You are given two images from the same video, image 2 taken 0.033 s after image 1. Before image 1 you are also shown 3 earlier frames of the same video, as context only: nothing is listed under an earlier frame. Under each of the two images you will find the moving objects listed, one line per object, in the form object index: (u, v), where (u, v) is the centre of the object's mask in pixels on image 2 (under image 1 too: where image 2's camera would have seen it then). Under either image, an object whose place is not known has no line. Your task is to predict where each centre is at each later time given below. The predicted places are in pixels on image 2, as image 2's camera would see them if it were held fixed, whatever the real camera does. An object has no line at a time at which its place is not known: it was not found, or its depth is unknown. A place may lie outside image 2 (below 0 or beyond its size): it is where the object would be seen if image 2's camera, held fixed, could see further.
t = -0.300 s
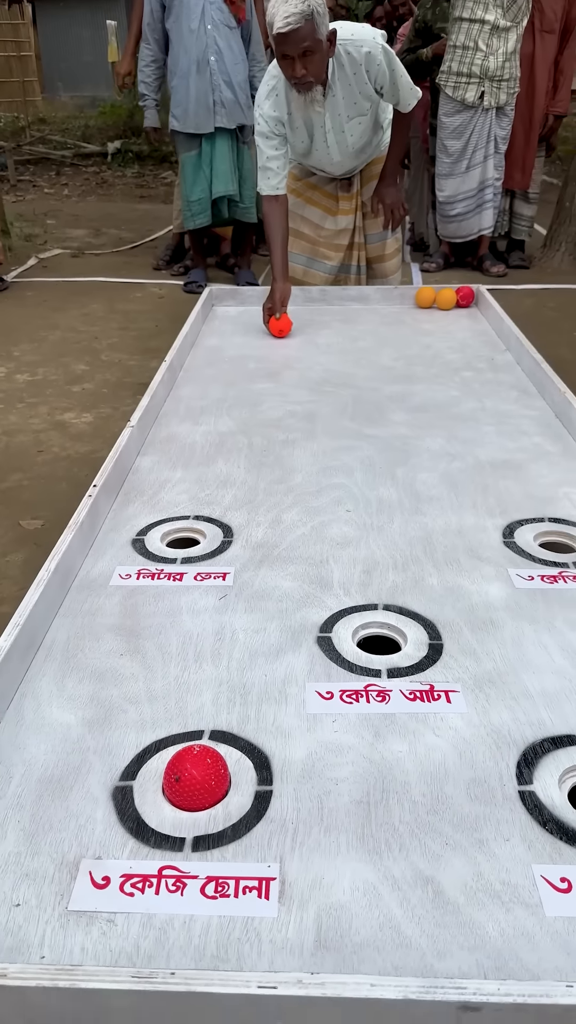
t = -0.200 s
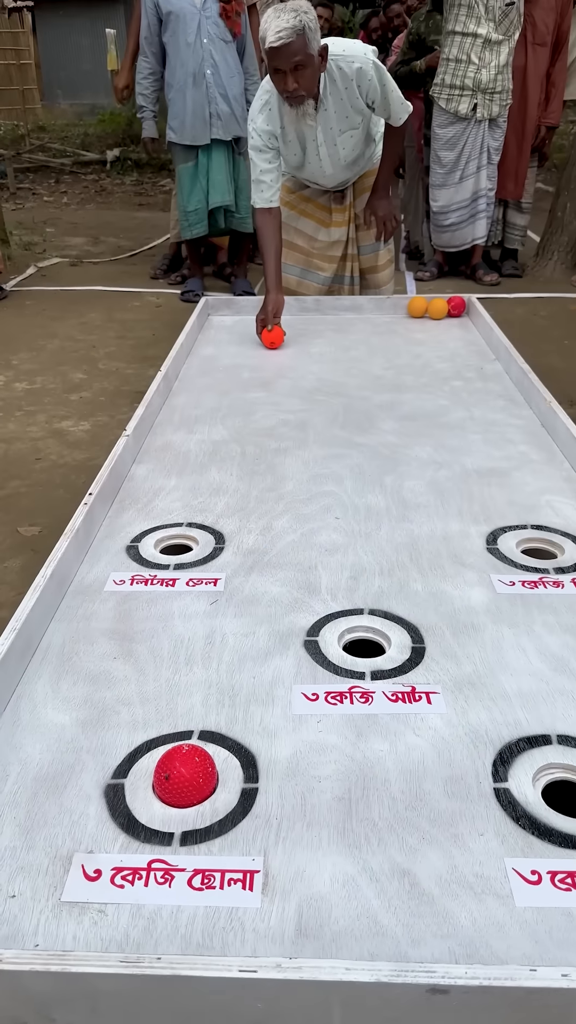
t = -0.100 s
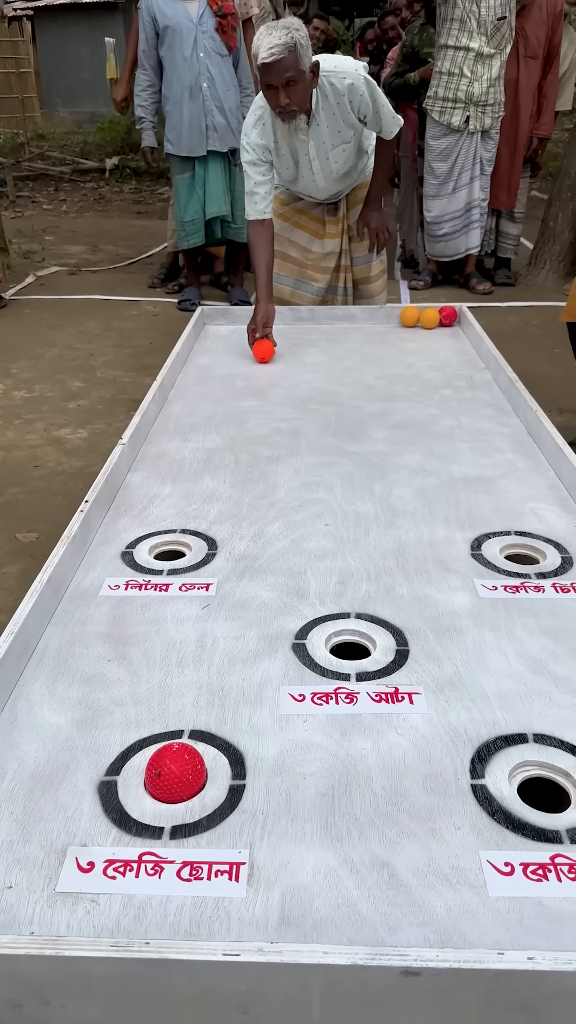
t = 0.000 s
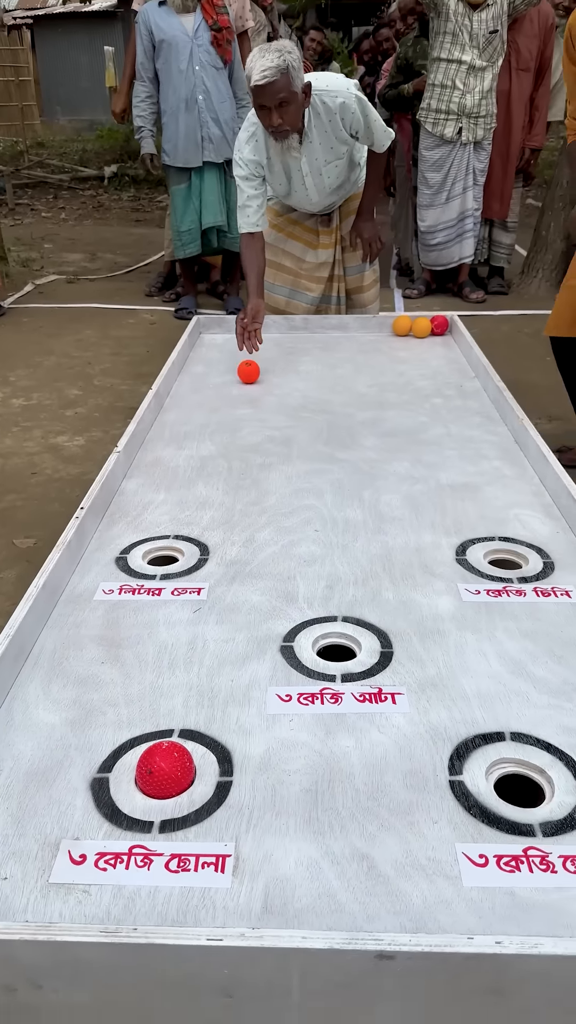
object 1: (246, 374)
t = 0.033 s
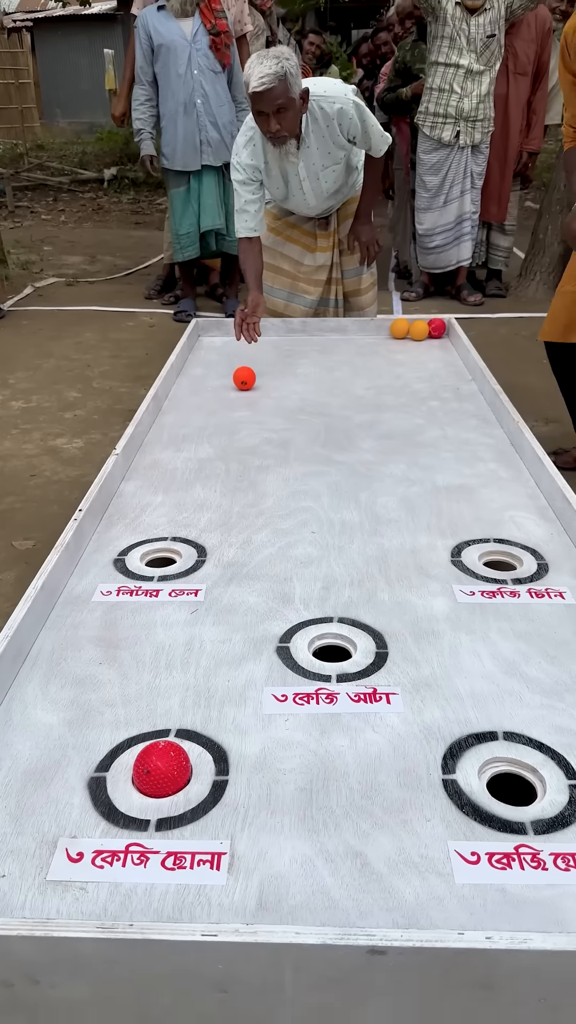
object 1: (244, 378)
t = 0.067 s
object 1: (242, 382)
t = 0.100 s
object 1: (239, 386)
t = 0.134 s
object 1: (237, 390)
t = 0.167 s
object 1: (234, 394)
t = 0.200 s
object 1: (231, 398)
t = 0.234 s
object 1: (229, 402)
